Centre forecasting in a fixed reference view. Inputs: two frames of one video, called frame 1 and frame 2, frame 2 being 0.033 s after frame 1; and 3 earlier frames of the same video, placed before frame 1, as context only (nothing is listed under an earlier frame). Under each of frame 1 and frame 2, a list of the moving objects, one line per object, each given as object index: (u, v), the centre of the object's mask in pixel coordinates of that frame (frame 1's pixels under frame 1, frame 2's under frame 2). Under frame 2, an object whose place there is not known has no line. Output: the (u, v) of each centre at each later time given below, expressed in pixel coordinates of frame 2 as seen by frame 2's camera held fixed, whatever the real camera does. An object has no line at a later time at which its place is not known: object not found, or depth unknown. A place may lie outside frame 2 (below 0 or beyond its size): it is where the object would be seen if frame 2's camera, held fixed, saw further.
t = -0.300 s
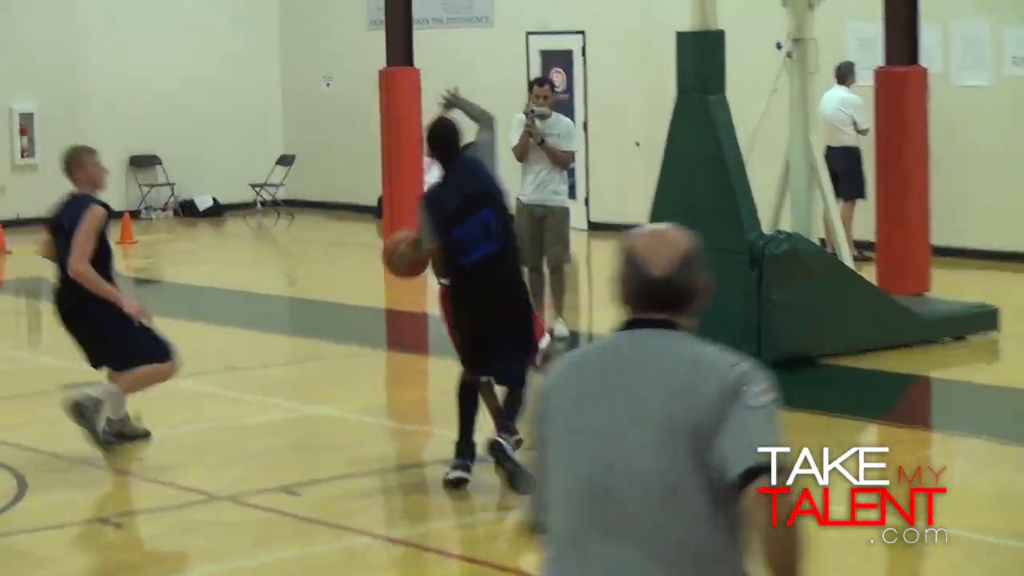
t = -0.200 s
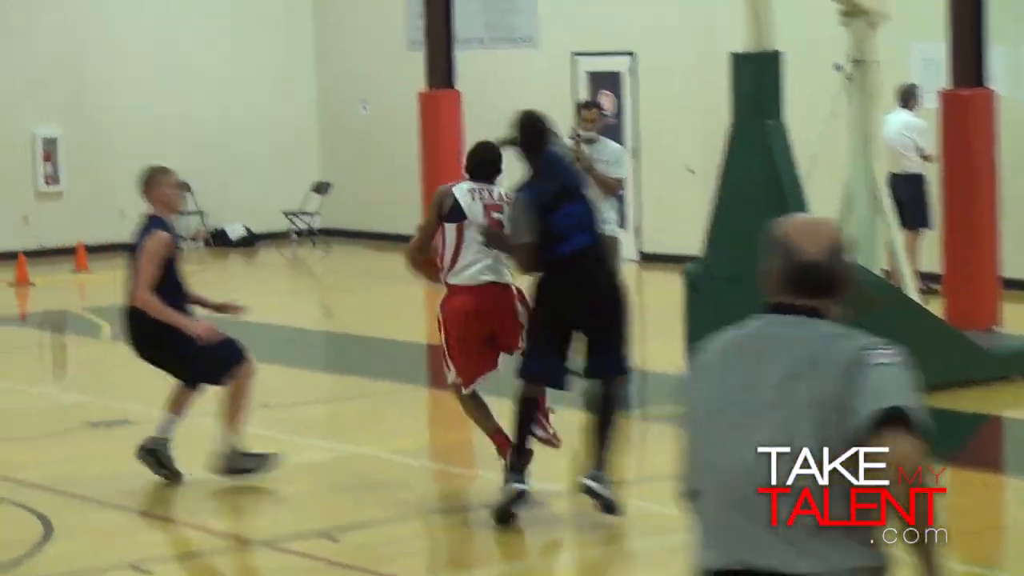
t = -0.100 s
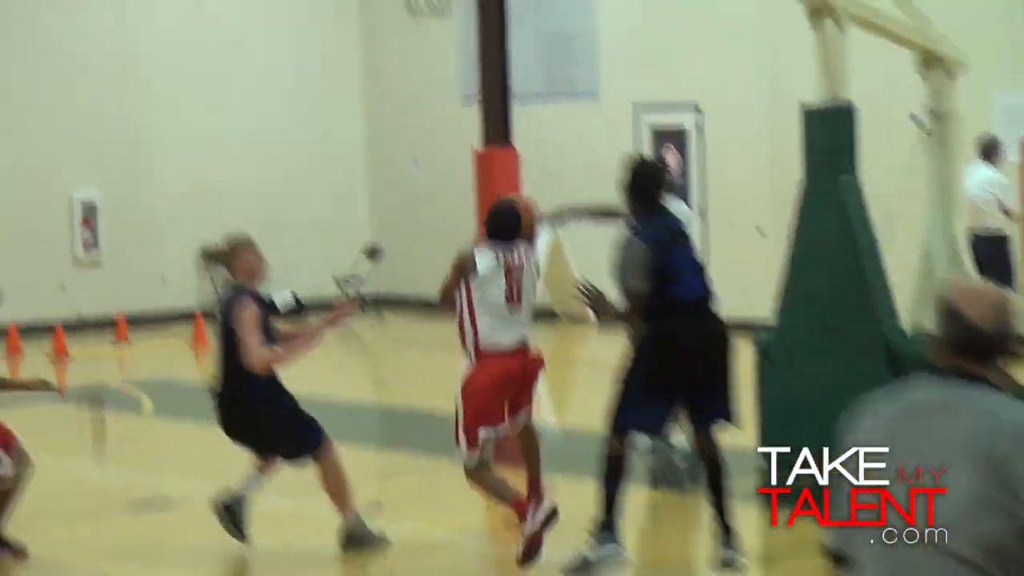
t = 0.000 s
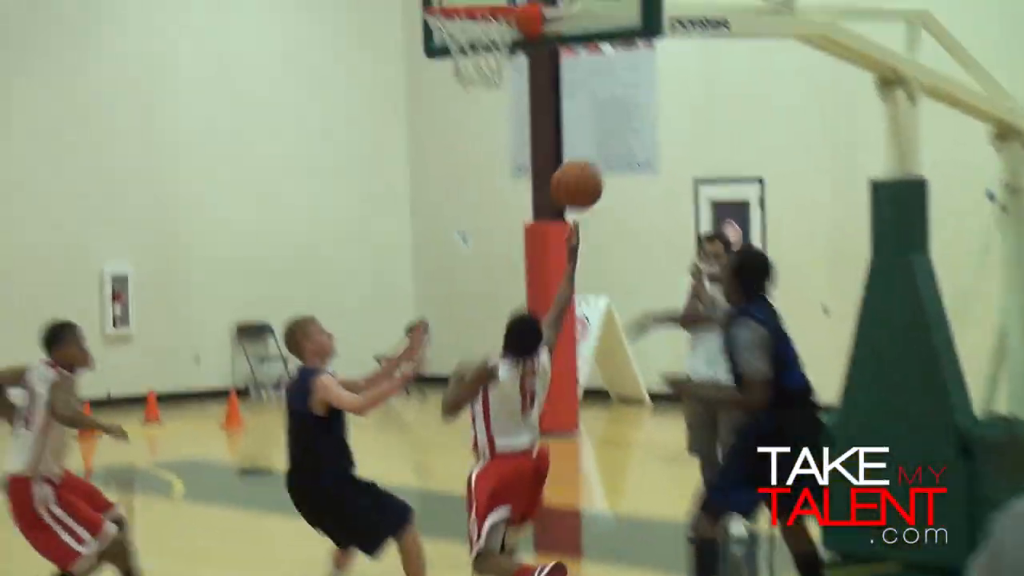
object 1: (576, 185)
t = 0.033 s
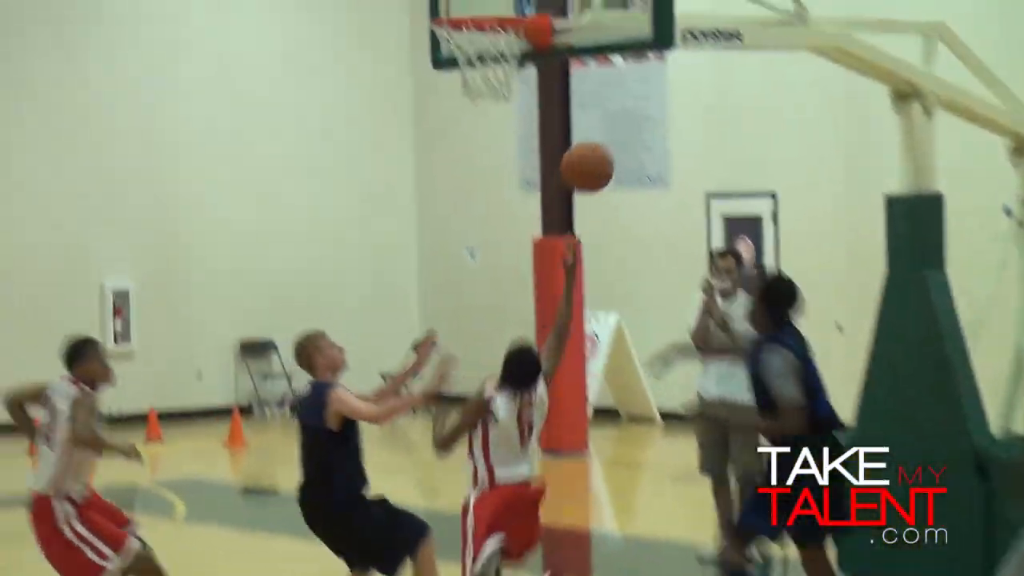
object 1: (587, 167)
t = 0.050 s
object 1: (587, 151)
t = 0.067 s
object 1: (587, 136)
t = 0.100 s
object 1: (587, 107)
